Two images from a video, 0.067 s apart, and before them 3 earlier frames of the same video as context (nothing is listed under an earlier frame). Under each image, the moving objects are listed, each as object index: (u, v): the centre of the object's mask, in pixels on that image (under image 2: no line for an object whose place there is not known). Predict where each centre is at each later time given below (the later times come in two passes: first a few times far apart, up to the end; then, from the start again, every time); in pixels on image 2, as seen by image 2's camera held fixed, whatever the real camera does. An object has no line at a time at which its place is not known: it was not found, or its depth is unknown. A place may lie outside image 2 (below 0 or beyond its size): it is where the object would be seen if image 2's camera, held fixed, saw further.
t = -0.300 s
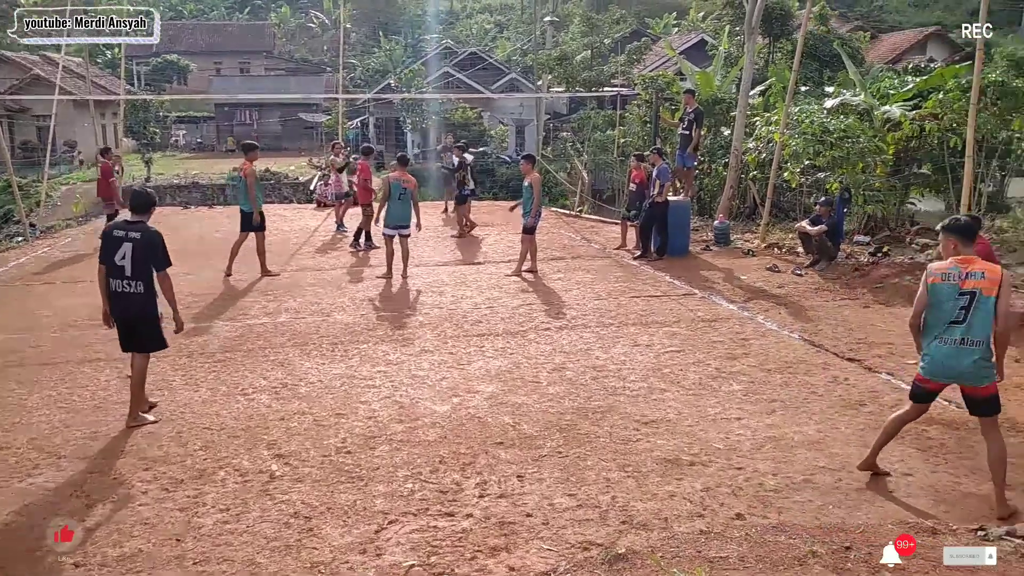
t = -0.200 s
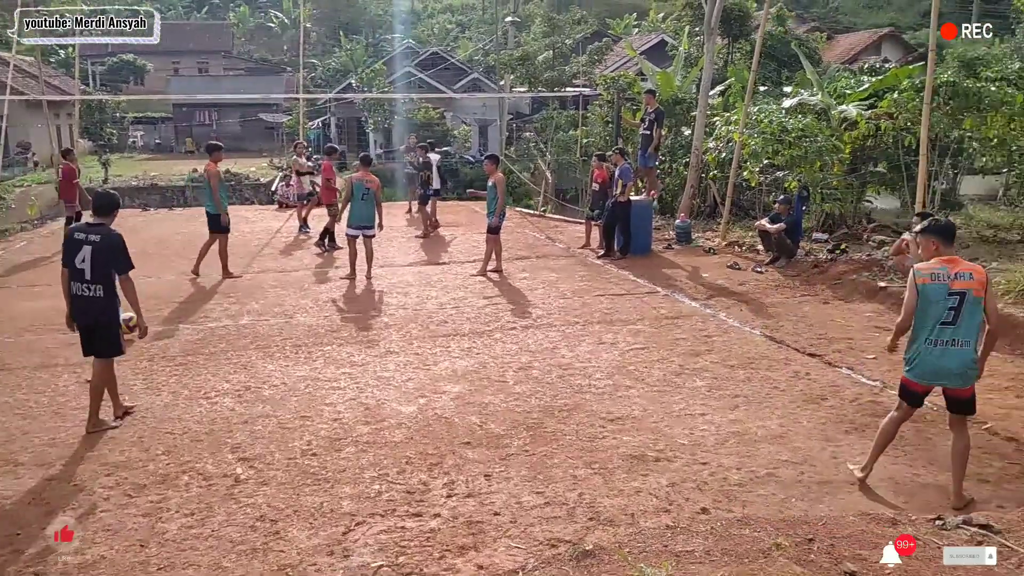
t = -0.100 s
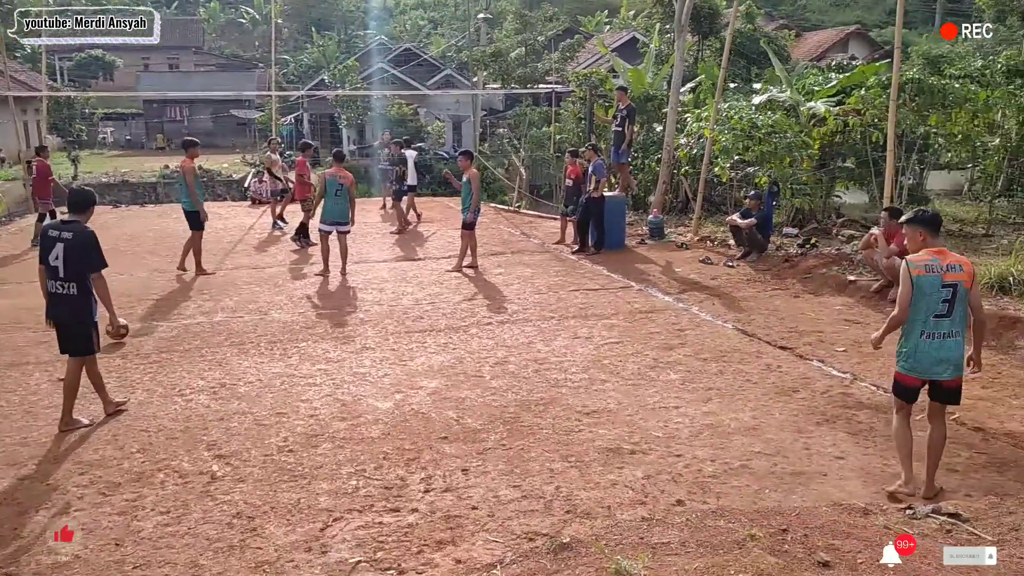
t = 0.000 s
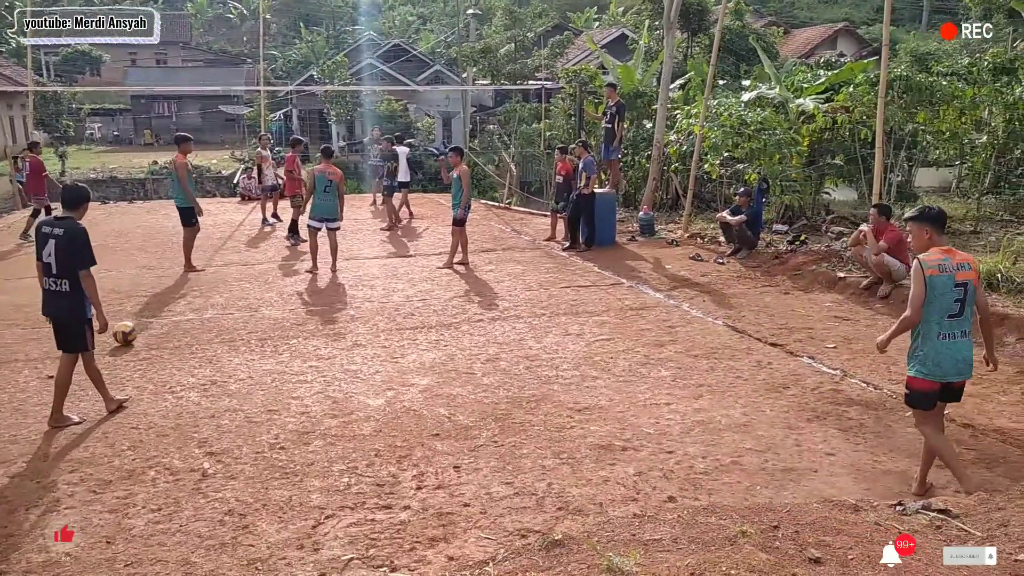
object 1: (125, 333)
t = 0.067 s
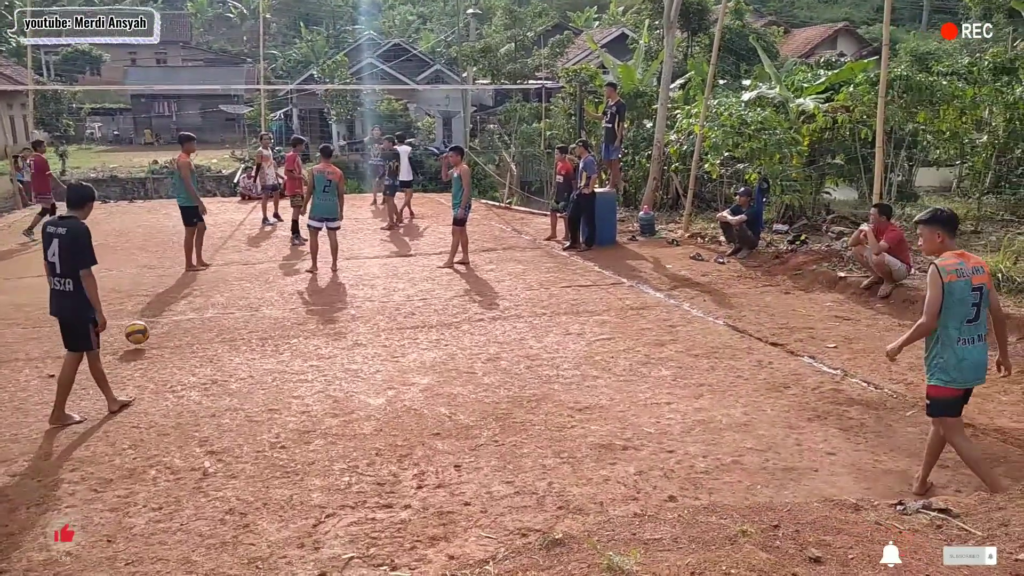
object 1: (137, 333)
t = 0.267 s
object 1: (173, 347)
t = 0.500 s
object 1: (225, 359)
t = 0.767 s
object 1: (295, 385)
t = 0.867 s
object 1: (323, 391)
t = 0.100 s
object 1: (142, 334)
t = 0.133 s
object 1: (148, 336)
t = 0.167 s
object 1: (154, 340)
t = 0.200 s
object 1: (161, 346)
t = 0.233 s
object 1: (167, 347)
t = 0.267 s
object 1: (173, 347)
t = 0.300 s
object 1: (180, 349)
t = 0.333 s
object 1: (187, 353)
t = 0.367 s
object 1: (195, 356)
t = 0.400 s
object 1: (202, 355)
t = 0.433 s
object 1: (209, 355)
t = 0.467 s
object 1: (217, 356)
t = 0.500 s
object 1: (225, 359)
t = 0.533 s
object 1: (233, 364)
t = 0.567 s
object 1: (242, 369)
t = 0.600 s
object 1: (250, 370)
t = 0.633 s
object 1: (258, 371)
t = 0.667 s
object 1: (267, 372)
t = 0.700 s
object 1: (276, 375)
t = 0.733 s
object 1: (284, 380)
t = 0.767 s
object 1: (295, 385)
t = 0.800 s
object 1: (304, 386)
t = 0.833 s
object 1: (313, 388)
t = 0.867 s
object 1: (323, 391)
